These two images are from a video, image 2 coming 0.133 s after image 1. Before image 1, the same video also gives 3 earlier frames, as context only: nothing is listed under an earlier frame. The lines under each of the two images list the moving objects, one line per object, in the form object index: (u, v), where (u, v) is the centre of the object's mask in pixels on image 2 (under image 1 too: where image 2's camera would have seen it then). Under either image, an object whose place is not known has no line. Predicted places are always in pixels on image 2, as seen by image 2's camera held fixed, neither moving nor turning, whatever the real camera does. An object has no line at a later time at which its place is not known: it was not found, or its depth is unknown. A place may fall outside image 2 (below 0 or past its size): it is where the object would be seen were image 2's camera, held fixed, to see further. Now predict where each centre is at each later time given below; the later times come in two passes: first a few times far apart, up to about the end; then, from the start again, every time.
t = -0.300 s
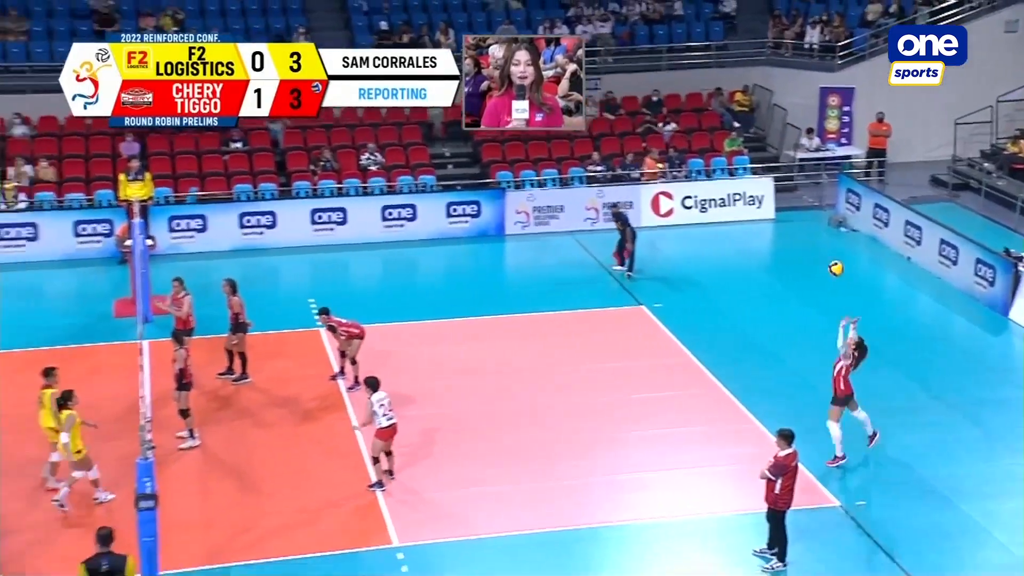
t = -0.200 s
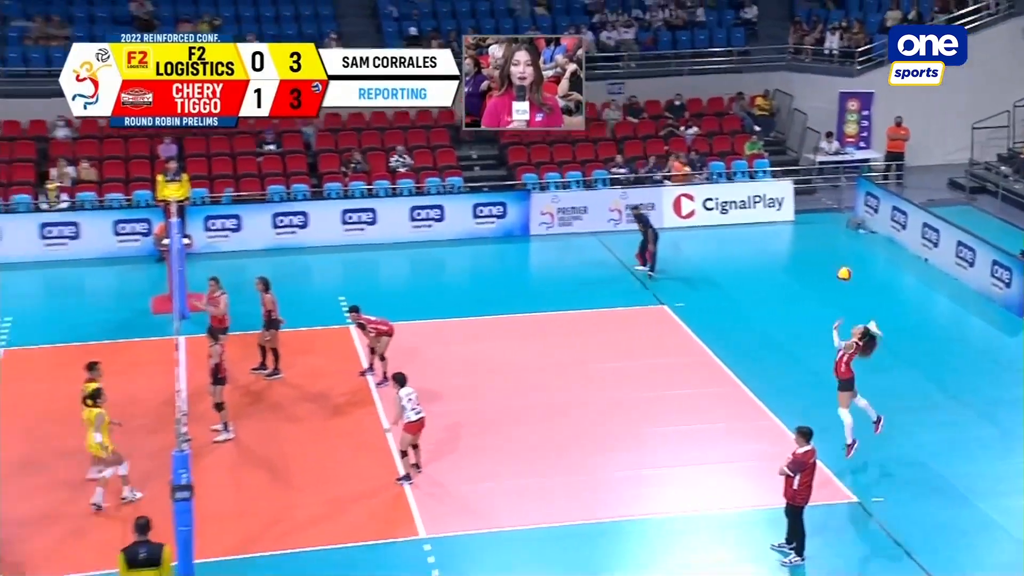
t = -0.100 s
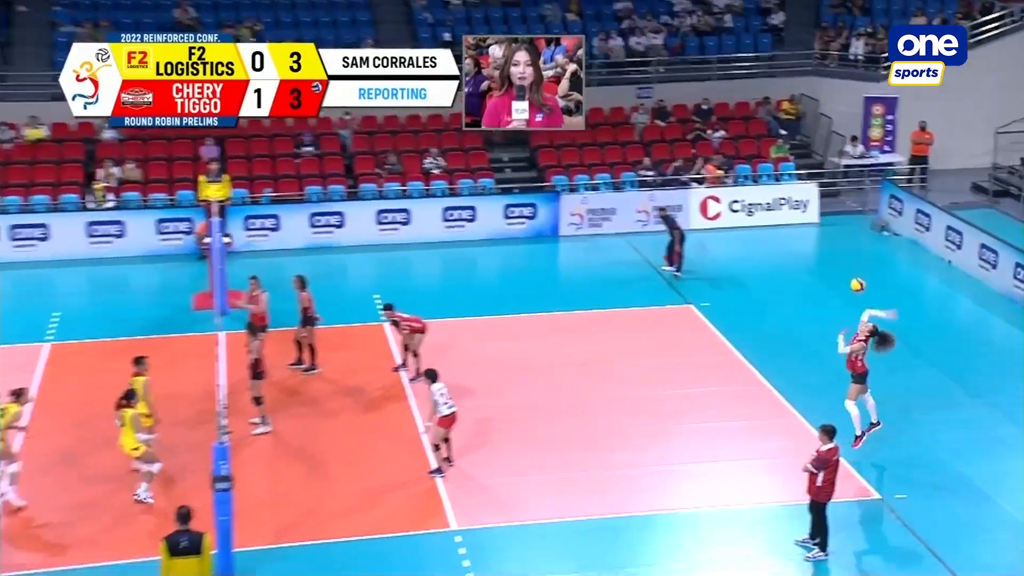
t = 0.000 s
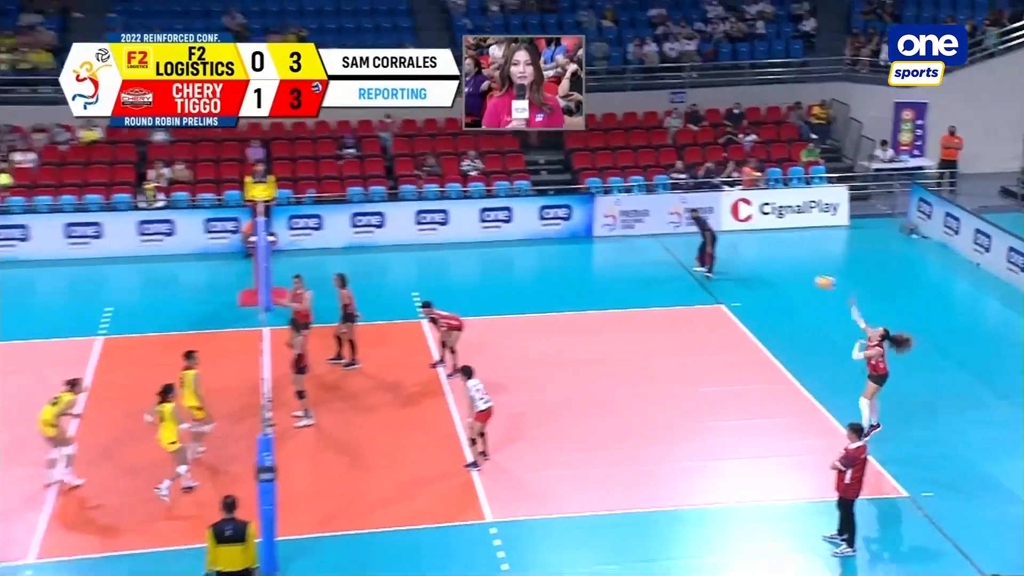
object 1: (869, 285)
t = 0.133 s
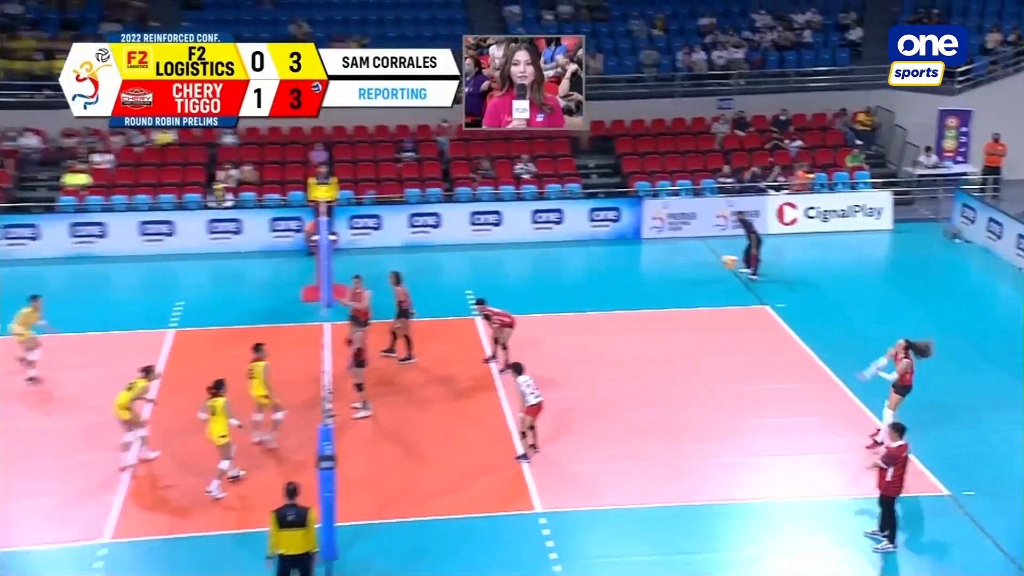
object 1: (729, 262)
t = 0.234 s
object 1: (630, 250)
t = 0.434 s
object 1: (448, 243)
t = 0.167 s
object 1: (696, 257)
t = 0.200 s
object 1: (663, 253)
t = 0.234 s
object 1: (630, 250)
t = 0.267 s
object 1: (599, 247)
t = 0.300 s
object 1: (568, 245)
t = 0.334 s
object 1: (537, 243)
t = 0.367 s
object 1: (507, 242)
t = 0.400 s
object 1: (477, 242)
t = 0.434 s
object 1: (448, 243)
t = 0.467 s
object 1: (418, 245)
